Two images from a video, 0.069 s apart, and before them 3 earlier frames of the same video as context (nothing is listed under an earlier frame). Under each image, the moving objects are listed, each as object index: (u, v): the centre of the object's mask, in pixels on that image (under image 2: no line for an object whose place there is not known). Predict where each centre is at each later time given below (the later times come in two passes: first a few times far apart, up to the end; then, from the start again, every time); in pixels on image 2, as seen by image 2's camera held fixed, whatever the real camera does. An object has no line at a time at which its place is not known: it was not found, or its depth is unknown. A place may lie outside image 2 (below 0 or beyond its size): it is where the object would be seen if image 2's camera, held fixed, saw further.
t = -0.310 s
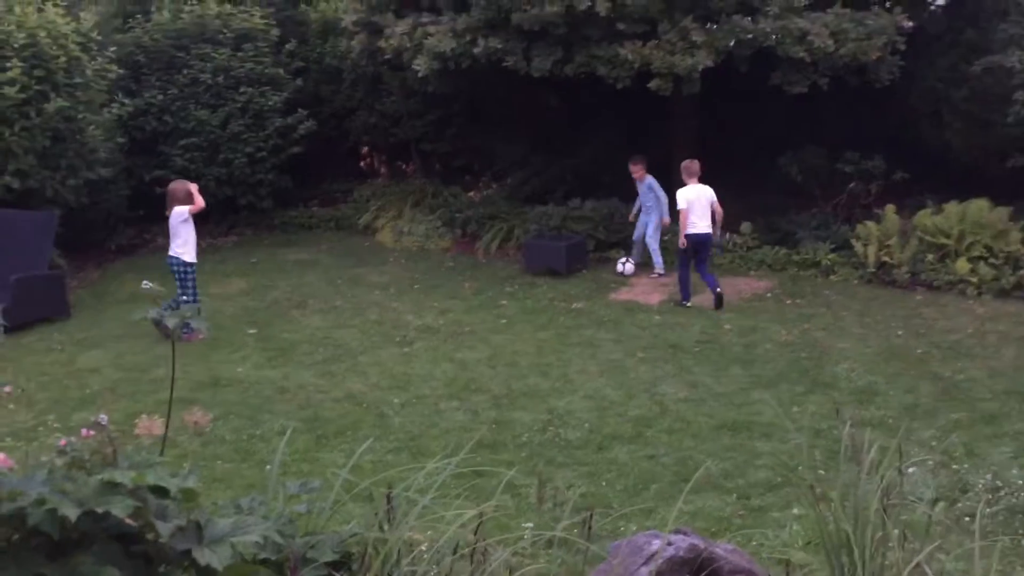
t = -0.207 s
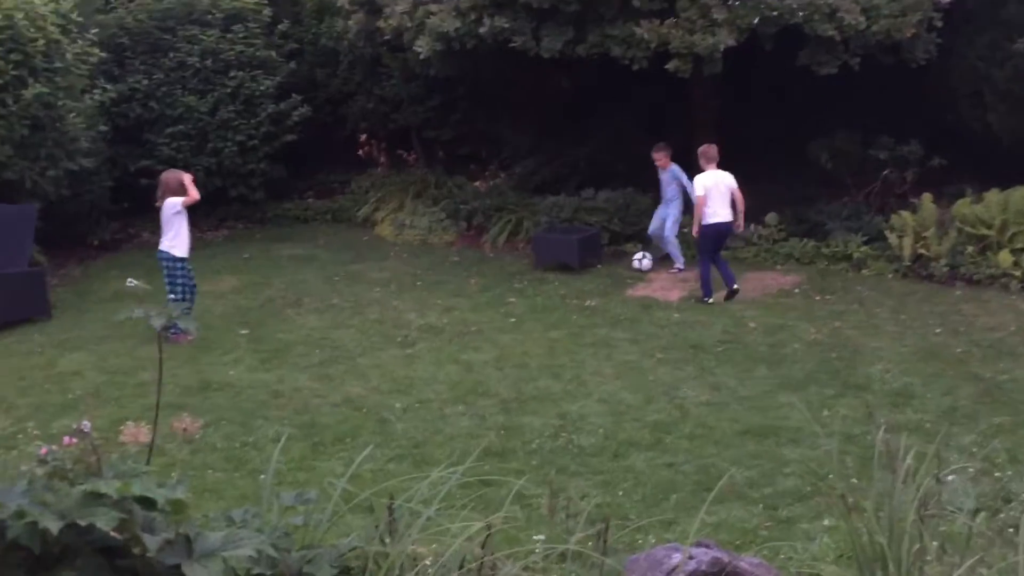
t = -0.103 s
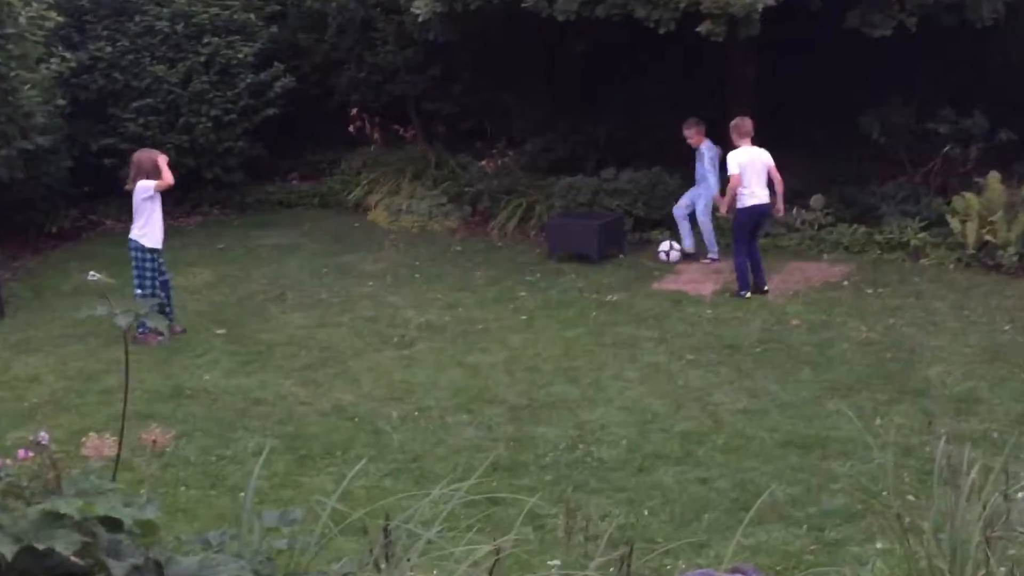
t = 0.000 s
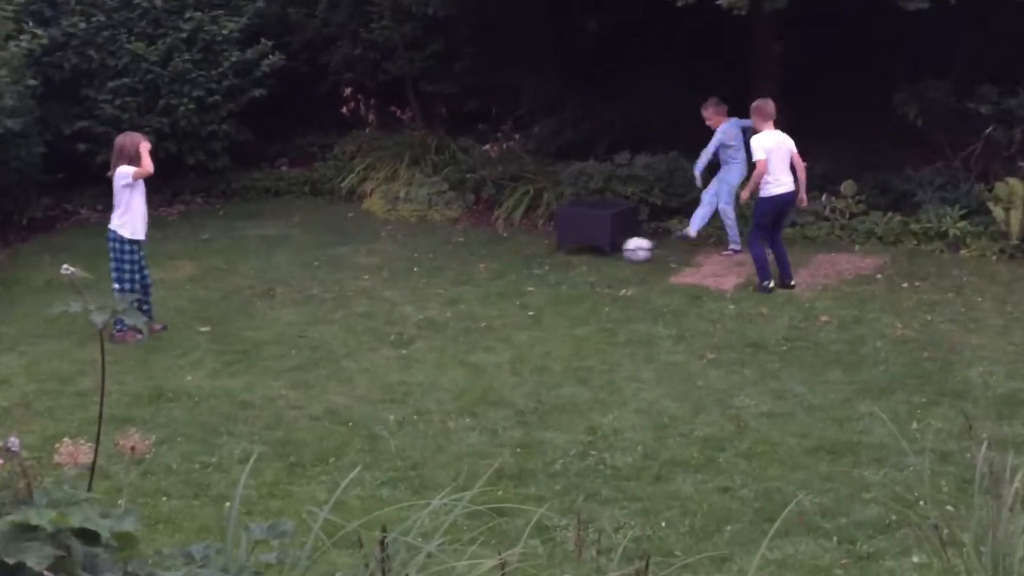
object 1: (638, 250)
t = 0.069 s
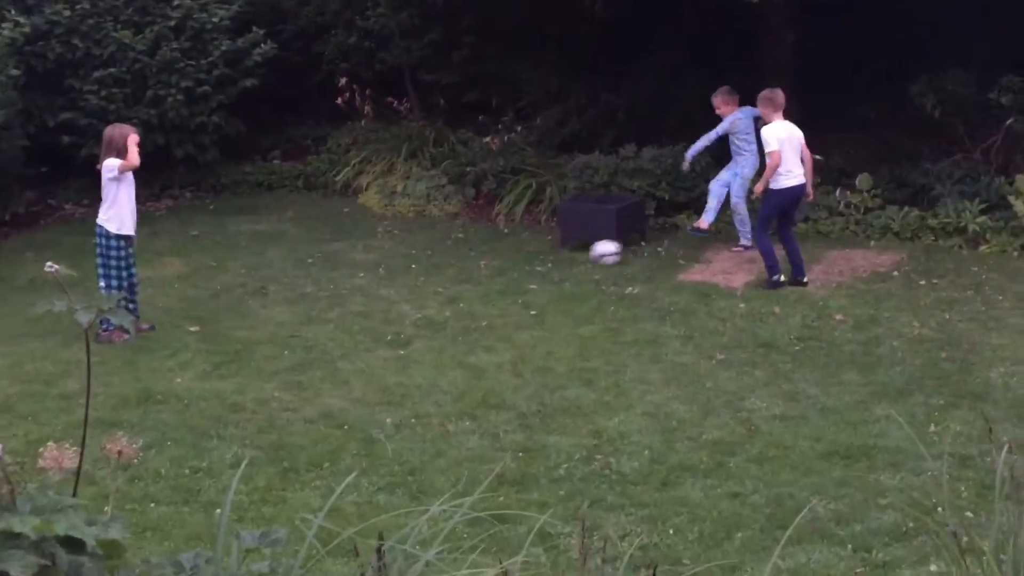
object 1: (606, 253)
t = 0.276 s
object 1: (502, 270)
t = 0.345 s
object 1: (471, 275)
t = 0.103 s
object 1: (589, 255)
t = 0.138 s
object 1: (571, 258)
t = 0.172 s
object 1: (554, 261)
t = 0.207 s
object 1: (537, 264)
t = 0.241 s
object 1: (520, 266)
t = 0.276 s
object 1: (502, 270)
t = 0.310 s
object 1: (485, 275)
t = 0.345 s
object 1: (471, 275)
